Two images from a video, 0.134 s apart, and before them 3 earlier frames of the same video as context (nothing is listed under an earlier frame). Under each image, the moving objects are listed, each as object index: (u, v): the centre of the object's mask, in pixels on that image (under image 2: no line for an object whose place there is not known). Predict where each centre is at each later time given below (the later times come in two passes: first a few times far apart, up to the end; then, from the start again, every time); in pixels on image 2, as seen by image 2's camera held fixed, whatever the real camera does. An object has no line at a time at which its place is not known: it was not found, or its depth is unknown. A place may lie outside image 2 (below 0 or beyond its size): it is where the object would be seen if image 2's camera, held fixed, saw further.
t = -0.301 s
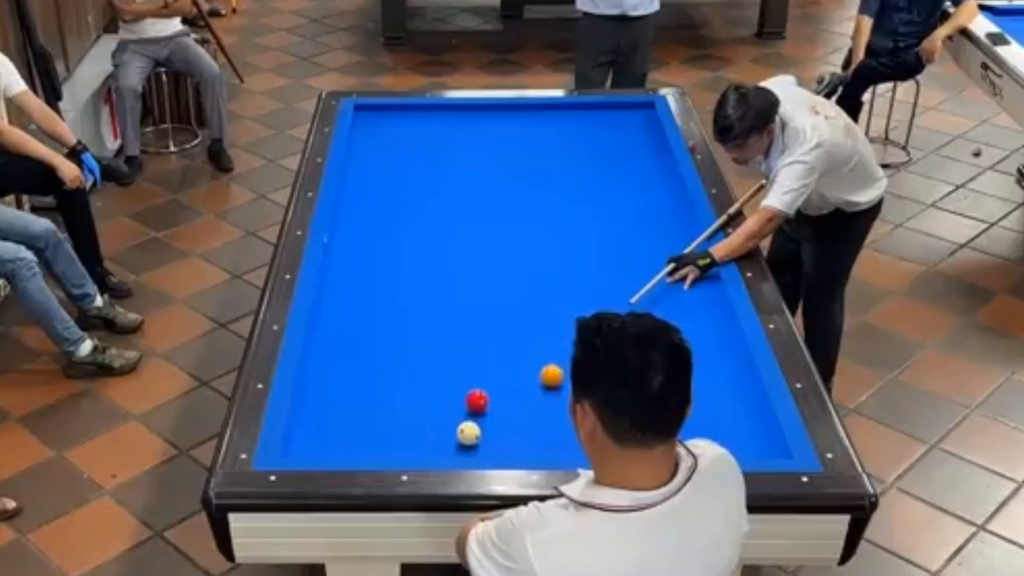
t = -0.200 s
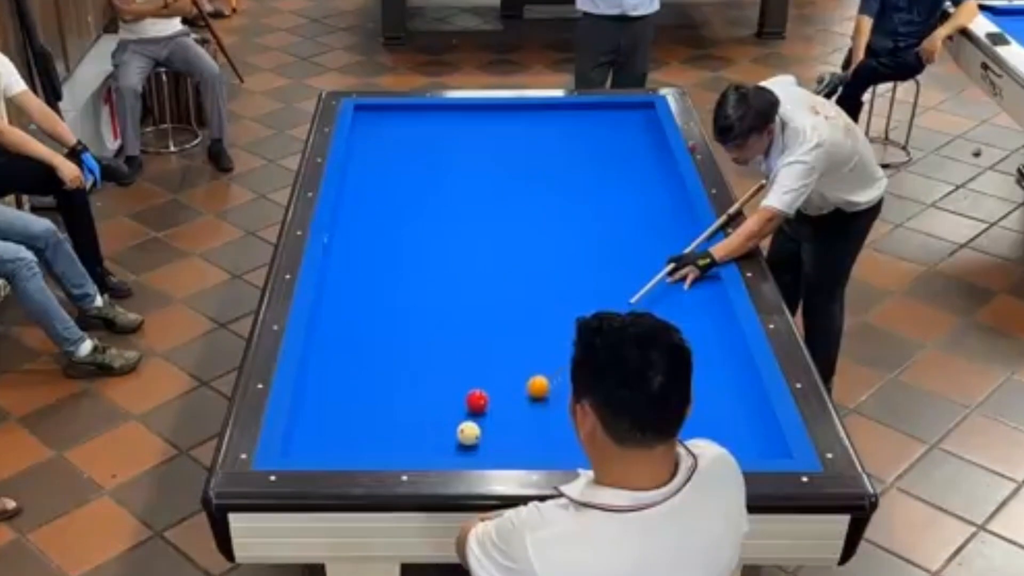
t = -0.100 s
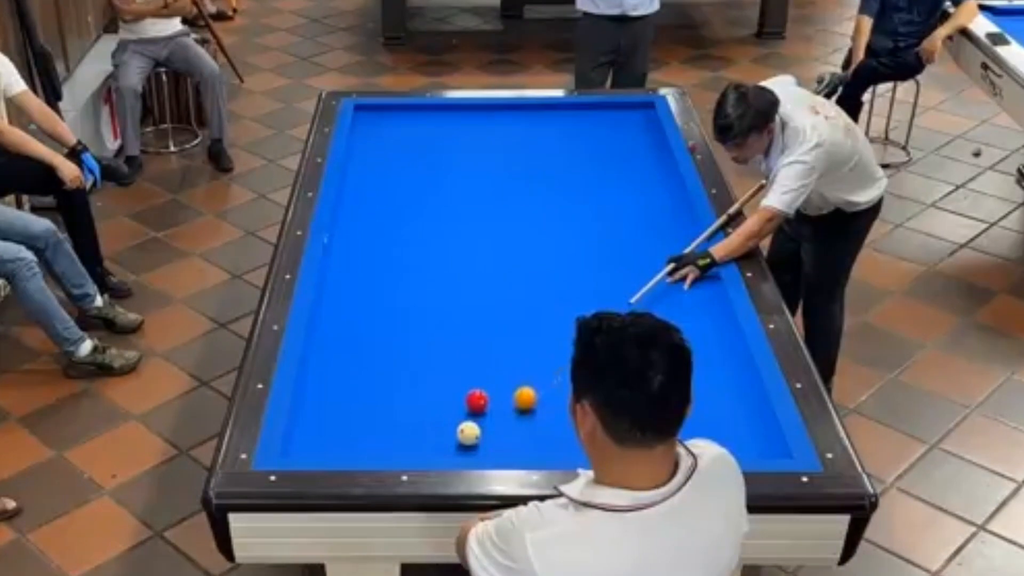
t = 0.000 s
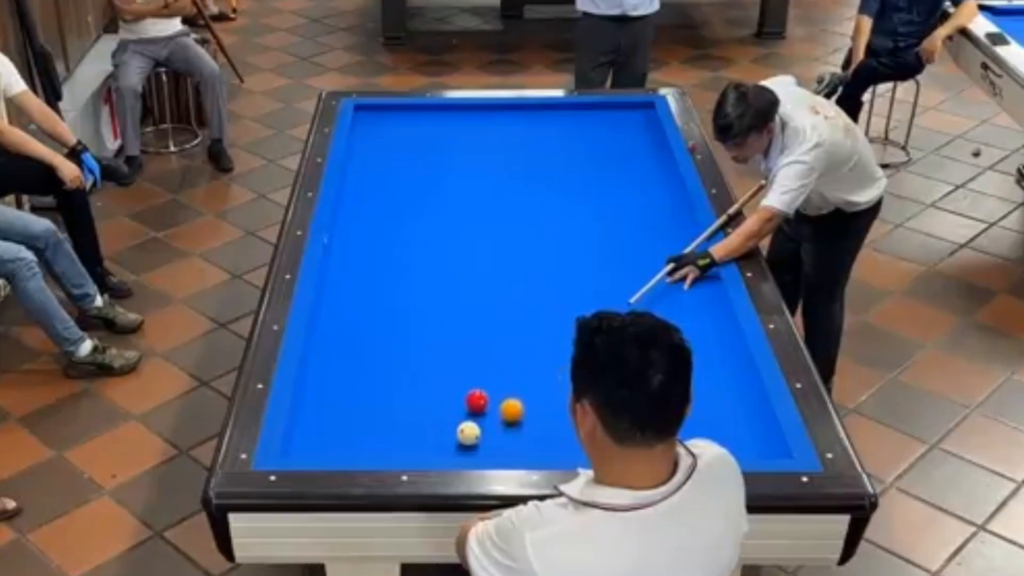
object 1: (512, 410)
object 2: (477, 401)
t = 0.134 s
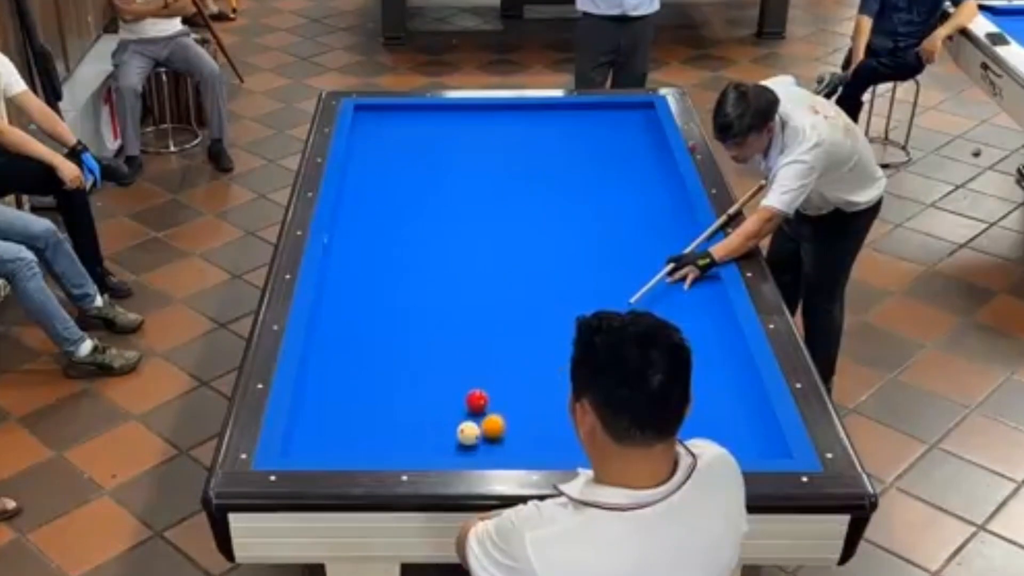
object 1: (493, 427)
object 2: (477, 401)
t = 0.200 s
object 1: (491, 431)
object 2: (477, 401)
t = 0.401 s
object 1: (493, 446)
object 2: (477, 401)
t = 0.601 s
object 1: (494, 445)
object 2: (477, 401)
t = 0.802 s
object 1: (493, 438)
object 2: (477, 401)
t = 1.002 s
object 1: (493, 430)
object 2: (477, 401)
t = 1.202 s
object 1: (493, 421)
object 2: (477, 400)
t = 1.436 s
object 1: (492, 414)
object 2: (476, 400)
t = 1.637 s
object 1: (494, 410)
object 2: (474, 399)
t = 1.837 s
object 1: (498, 406)
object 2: (471, 396)
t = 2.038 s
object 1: (501, 403)
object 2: (469, 394)
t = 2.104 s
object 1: (502, 403)
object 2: (469, 394)
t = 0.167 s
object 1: (491, 430)
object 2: (477, 400)
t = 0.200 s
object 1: (491, 431)
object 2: (477, 401)
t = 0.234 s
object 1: (492, 435)
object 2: (477, 401)
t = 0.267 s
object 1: (492, 437)
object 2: (477, 401)
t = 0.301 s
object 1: (492, 440)
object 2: (477, 401)
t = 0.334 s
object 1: (493, 442)
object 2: (477, 401)
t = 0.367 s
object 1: (493, 444)
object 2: (477, 401)
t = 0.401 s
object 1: (493, 446)
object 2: (477, 401)
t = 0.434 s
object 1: (493, 448)
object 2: (477, 401)
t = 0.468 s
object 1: (493, 449)
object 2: (477, 401)
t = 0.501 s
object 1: (494, 448)
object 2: (477, 401)
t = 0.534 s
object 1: (494, 447)
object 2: (477, 401)
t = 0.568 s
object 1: (493, 447)
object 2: (477, 401)
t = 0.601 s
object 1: (494, 445)
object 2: (477, 401)
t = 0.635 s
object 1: (494, 445)
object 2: (477, 401)
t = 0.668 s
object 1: (494, 444)
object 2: (477, 401)
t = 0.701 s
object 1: (493, 442)
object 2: (477, 401)
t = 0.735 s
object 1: (493, 440)
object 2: (477, 401)
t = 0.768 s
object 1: (493, 439)
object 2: (477, 401)
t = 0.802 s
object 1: (493, 438)
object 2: (477, 401)
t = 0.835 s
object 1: (493, 436)
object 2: (477, 401)
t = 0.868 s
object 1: (493, 435)
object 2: (477, 401)
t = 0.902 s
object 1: (493, 433)
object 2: (477, 401)
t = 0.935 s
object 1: (493, 432)
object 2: (477, 401)
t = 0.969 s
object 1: (493, 431)
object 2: (477, 401)
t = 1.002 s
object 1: (493, 430)
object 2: (477, 401)
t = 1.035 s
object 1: (493, 428)
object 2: (477, 401)
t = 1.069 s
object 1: (493, 427)
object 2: (477, 401)
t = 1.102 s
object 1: (493, 426)
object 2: (477, 400)
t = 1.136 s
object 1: (493, 424)
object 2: (477, 400)
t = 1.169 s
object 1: (493, 423)
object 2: (477, 401)
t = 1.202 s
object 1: (493, 421)
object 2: (477, 400)
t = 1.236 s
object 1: (493, 420)
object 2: (477, 400)
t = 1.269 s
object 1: (493, 419)
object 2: (476, 400)
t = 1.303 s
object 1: (492, 418)
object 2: (476, 400)
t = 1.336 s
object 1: (492, 417)
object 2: (476, 400)
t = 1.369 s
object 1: (492, 416)
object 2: (476, 400)
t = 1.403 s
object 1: (492, 415)
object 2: (476, 400)
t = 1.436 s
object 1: (492, 414)
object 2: (476, 400)
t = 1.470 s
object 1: (492, 413)
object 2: (476, 400)
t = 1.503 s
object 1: (493, 412)
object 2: (476, 400)
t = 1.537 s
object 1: (493, 411)
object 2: (475, 399)
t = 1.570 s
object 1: (494, 411)
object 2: (475, 399)
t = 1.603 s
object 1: (494, 410)
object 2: (475, 399)
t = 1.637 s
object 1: (494, 410)
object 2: (474, 399)
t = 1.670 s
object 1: (495, 409)
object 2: (474, 399)
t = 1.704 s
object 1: (496, 408)
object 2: (473, 398)
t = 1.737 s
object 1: (496, 407)
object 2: (473, 398)
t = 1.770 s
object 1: (497, 407)
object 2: (472, 397)
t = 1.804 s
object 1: (497, 406)
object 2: (472, 397)
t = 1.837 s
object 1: (498, 406)
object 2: (471, 396)
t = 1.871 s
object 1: (498, 405)
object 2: (471, 396)
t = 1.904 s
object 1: (499, 405)
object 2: (471, 395)
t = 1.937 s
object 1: (499, 405)
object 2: (470, 395)
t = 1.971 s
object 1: (500, 404)
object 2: (470, 395)
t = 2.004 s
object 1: (500, 404)
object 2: (470, 395)
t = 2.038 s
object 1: (501, 403)
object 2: (469, 394)
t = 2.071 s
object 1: (502, 403)
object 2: (469, 394)
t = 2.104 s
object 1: (502, 403)
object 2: (469, 394)
